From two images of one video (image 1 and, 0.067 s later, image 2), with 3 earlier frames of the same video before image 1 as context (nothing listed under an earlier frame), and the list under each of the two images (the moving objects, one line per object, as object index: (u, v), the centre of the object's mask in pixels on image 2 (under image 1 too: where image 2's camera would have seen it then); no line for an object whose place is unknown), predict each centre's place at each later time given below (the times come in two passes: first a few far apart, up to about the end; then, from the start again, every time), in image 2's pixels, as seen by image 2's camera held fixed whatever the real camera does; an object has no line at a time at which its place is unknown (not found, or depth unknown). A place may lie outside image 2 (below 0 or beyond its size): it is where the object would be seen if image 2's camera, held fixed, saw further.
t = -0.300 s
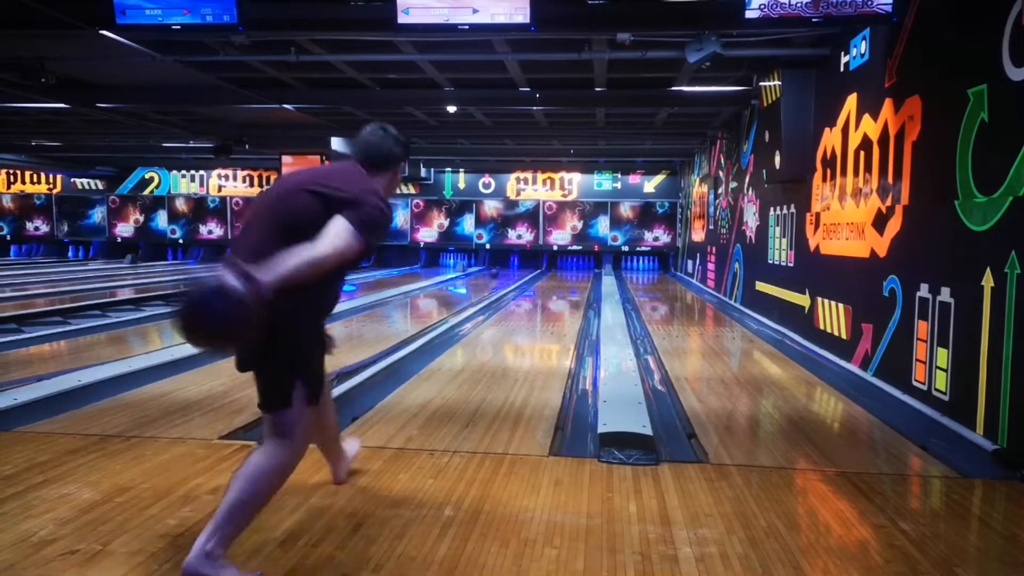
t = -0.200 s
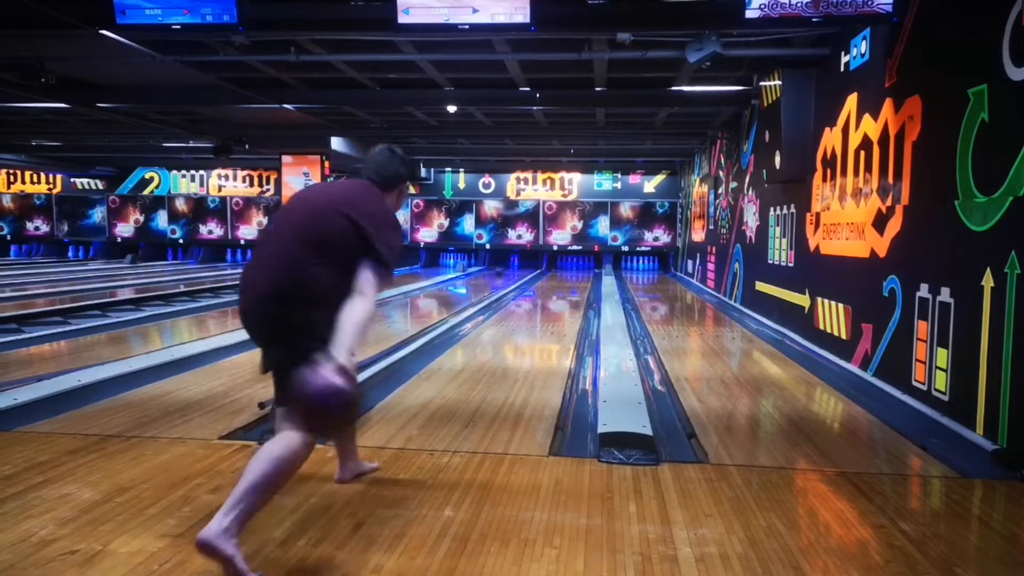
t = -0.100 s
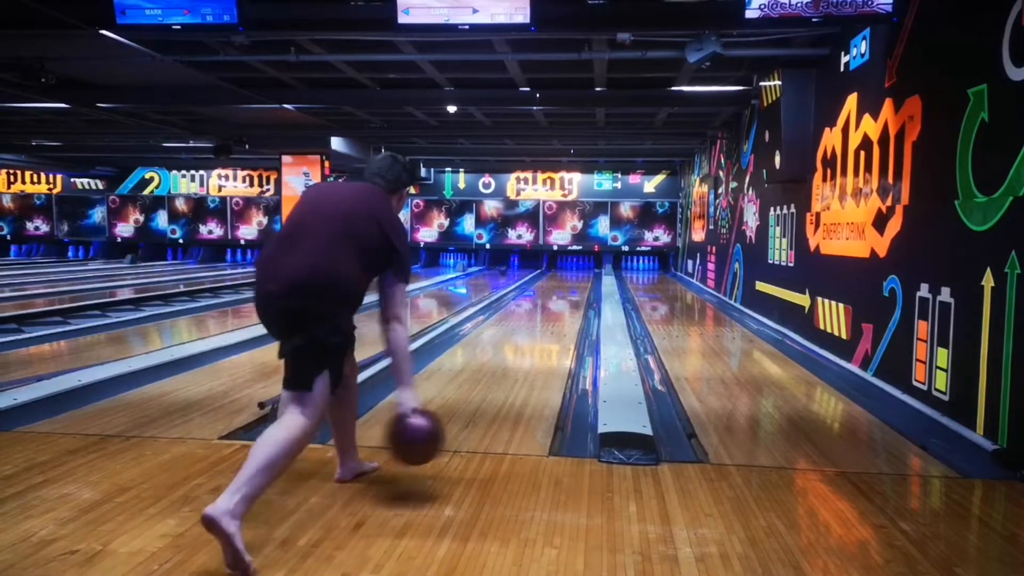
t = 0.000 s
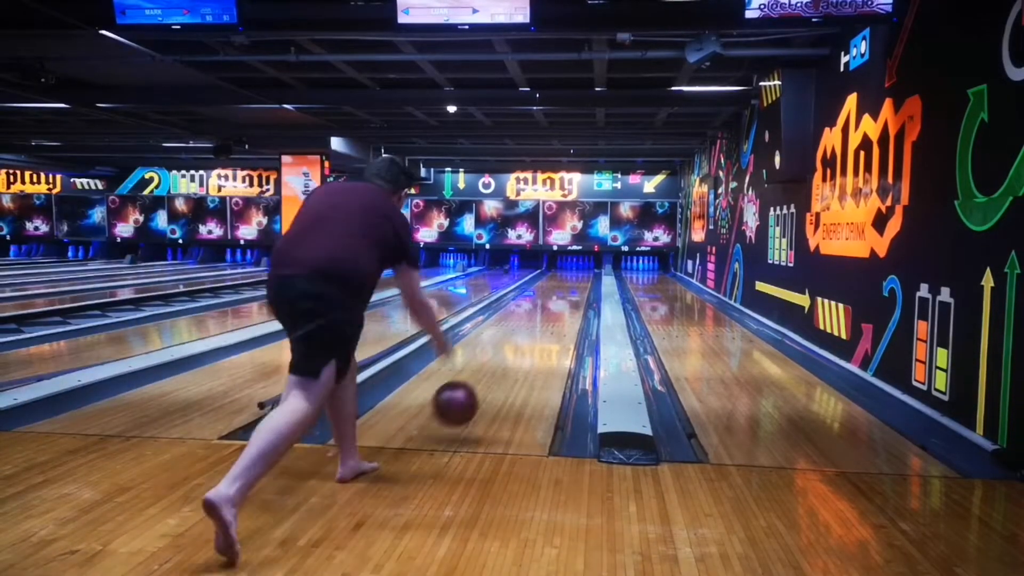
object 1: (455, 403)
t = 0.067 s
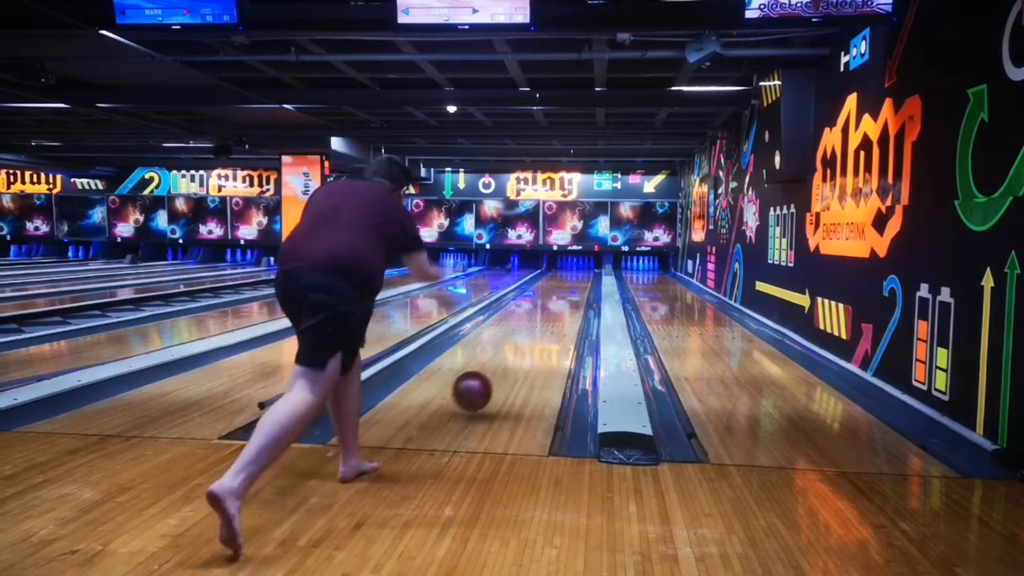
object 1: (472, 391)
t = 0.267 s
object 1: (505, 356)
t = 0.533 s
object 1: (529, 324)
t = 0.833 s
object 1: (545, 305)
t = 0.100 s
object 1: (479, 389)
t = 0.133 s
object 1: (485, 383)
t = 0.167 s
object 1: (491, 375)
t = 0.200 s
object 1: (496, 368)
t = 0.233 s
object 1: (501, 362)
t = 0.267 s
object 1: (505, 356)
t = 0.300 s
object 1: (508, 351)
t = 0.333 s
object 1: (512, 346)
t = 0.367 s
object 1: (516, 341)
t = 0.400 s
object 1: (519, 337)
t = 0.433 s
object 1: (521, 334)
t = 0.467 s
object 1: (524, 330)
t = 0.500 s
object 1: (526, 327)
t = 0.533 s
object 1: (529, 324)
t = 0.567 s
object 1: (531, 322)
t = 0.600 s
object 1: (533, 319)
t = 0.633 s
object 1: (535, 317)
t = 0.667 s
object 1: (537, 315)
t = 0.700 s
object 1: (539, 312)
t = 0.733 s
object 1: (540, 310)
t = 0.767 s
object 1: (542, 308)
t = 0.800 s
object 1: (543, 307)
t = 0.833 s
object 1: (545, 305)
